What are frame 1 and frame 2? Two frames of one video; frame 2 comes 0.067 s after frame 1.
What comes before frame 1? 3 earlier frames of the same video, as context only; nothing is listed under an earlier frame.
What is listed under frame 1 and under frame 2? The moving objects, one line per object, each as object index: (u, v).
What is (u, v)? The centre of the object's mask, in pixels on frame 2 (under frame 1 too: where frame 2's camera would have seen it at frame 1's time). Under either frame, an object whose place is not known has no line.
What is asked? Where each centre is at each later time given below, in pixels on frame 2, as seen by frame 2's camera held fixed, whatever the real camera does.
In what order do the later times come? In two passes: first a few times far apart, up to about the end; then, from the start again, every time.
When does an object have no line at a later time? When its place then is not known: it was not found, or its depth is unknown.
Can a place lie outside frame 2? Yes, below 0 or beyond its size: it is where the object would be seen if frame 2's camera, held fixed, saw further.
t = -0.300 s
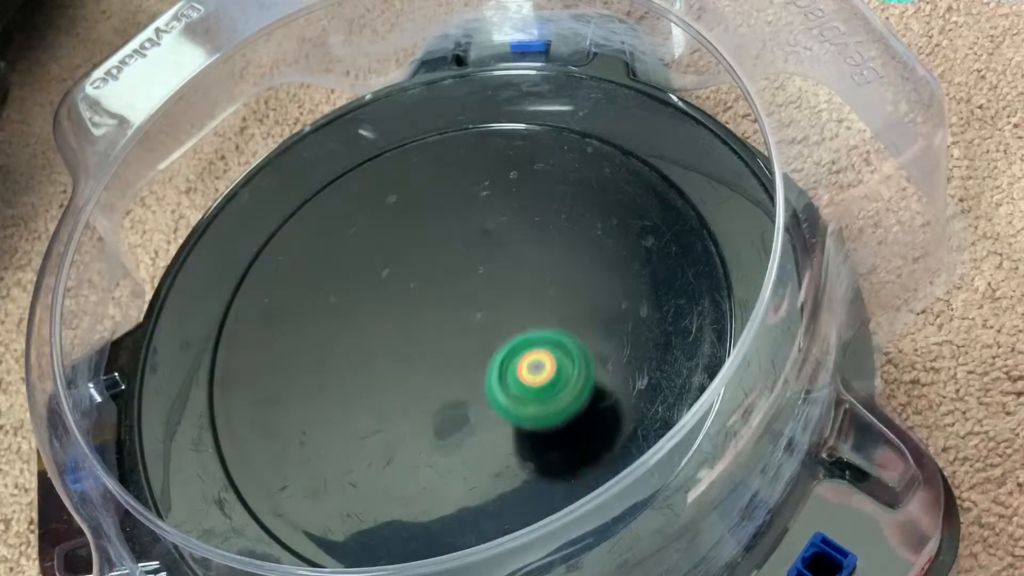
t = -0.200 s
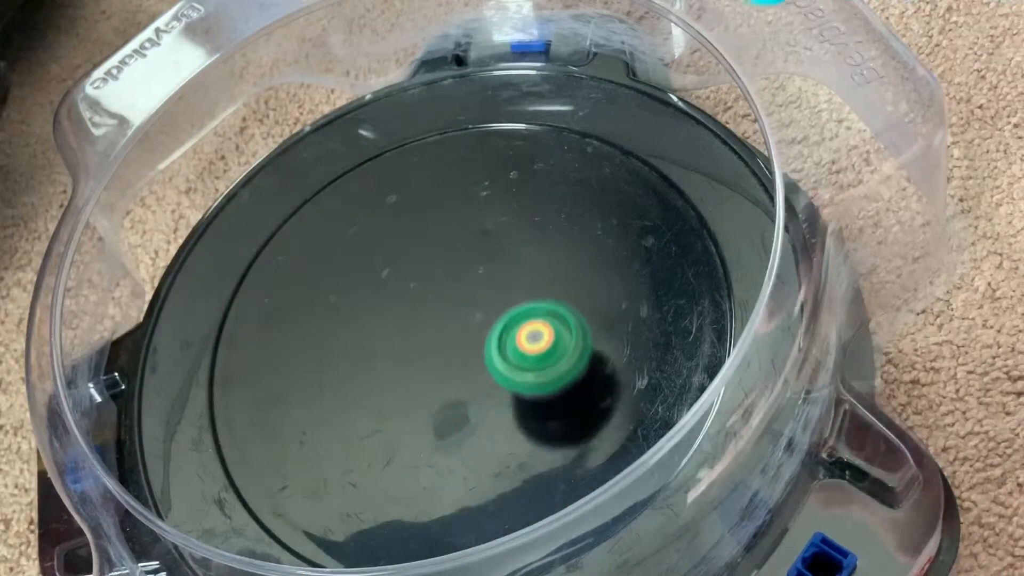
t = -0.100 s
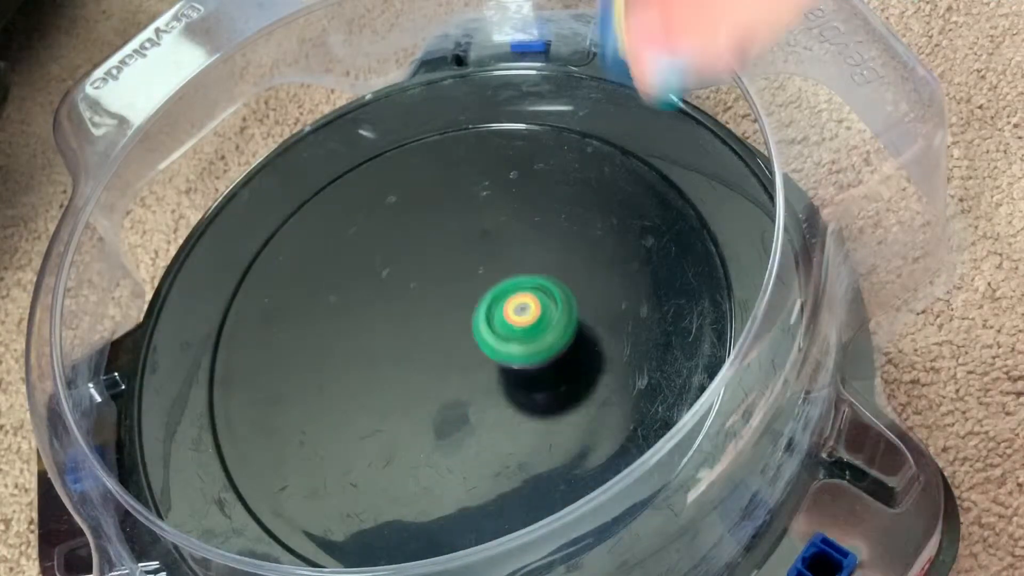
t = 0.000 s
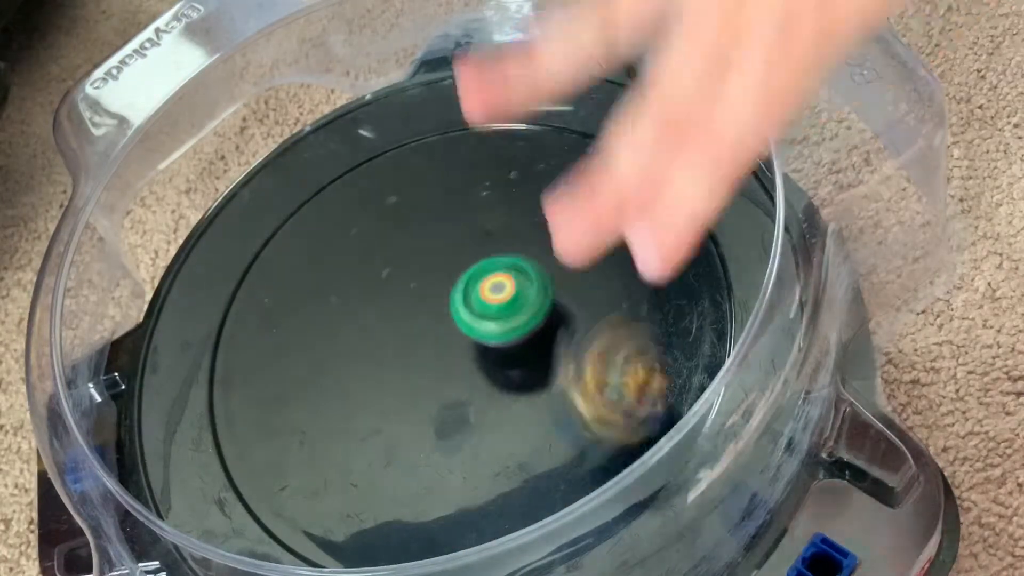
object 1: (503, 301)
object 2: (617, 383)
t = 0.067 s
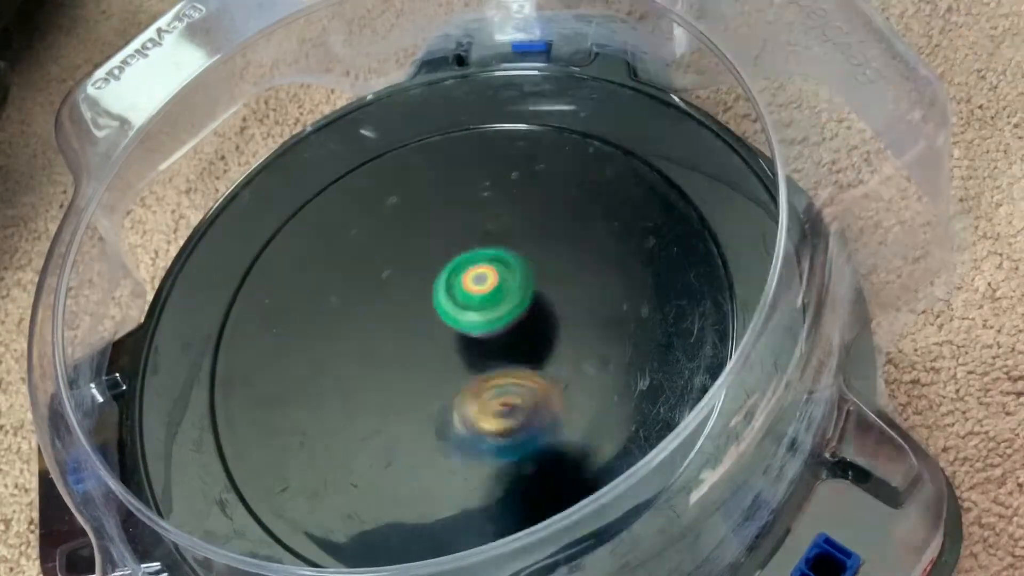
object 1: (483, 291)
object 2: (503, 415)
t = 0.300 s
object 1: (420, 281)
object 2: (270, 397)
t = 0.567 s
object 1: (410, 300)
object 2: (285, 326)
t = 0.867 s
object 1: (482, 294)
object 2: (339, 303)
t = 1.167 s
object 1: (527, 288)
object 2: (402, 275)
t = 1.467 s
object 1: (537, 295)
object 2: (411, 251)
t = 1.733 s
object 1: (521, 323)
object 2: (430, 265)
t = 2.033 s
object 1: (491, 362)
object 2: (471, 263)
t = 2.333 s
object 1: (459, 378)
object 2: (485, 246)
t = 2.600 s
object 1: (430, 368)
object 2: (488, 266)
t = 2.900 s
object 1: (408, 349)
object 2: (515, 282)
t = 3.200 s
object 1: (409, 319)
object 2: (529, 276)
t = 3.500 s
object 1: (409, 302)
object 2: (524, 302)
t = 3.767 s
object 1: (405, 305)
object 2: (537, 321)
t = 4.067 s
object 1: (435, 302)
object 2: (538, 320)
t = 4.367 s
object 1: (417, 307)
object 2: (554, 349)
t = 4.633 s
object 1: (422, 324)
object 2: (556, 355)
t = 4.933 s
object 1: (425, 318)
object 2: (529, 360)
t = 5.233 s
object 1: (446, 313)
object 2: (517, 378)
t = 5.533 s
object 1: (449, 287)
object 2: (514, 386)
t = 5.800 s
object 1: (467, 290)
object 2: (481, 386)
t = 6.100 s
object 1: (497, 294)
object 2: (440, 426)
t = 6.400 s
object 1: (505, 320)
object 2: (444, 407)
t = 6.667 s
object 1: (523, 294)
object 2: (407, 354)
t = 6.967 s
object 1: (498, 309)
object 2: (391, 326)
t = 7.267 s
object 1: (542, 326)
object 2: (382, 309)
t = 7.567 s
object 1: (543, 346)
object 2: (403, 286)
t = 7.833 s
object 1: (506, 353)
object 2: (416, 274)
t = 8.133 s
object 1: (458, 351)
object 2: (441, 265)
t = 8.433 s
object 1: (419, 356)
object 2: (454, 252)
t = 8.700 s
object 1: (406, 340)
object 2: (474, 263)
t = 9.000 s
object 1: (390, 354)
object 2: (529, 232)
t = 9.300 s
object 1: (410, 351)
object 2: (515, 255)
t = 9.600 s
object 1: (412, 353)
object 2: (521, 312)
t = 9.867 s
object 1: (407, 342)
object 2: (536, 310)
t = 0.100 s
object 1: (475, 288)
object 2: (457, 429)
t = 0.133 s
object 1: (466, 285)
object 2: (410, 441)
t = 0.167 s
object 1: (457, 283)
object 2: (365, 440)
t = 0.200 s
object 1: (448, 282)
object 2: (331, 434)
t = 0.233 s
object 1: (439, 281)
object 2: (300, 425)
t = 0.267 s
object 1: (430, 281)
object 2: (282, 410)
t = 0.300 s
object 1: (420, 281)
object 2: (270, 397)
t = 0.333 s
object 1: (411, 282)
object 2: (265, 383)
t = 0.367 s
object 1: (403, 284)
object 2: (265, 369)
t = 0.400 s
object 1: (396, 287)
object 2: (269, 357)
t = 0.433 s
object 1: (389, 290)
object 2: (275, 347)
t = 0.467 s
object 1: (384, 294)
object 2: (283, 340)
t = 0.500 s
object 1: (386, 296)
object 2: (286, 333)
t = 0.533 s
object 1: (397, 298)
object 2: (285, 330)
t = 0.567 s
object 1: (410, 300)
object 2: (285, 326)
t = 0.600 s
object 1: (422, 301)
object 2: (286, 323)
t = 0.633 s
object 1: (432, 302)
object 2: (289, 320)
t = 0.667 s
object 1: (440, 301)
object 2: (294, 317)
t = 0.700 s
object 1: (448, 300)
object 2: (299, 315)
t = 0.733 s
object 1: (456, 299)
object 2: (305, 312)
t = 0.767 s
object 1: (463, 298)
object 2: (312, 310)
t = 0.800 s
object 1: (470, 296)
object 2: (320, 308)
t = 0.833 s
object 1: (476, 295)
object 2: (329, 306)
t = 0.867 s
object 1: (482, 294)
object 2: (339, 303)
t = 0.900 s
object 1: (489, 294)
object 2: (349, 302)
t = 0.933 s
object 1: (495, 293)
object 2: (359, 298)
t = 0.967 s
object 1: (501, 292)
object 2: (368, 297)
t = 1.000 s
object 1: (507, 292)
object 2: (376, 293)
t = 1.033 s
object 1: (512, 290)
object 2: (383, 291)
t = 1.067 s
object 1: (516, 290)
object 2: (389, 287)
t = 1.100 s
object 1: (520, 289)
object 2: (395, 283)
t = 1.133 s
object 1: (524, 289)
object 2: (399, 279)
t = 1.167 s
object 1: (527, 288)
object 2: (402, 275)
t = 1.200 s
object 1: (530, 288)
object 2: (405, 271)
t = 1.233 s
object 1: (532, 288)
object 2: (407, 268)
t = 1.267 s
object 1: (535, 288)
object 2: (409, 265)
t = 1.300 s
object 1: (537, 289)
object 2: (409, 261)
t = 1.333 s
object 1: (538, 289)
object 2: (410, 258)
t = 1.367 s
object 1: (539, 290)
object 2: (411, 256)
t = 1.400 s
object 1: (539, 291)
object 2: (411, 253)
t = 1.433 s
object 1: (539, 293)
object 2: (411, 252)
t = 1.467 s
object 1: (537, 295)
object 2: (411, 251)
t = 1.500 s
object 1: (536, 298)
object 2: (411, 251)
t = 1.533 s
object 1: (534, 301)
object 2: (411, 253)
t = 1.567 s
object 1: (533, 304)
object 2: (413, 254)
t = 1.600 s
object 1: (531, 308)
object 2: (416, 256)
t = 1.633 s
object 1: (529, 311)
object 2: (418, 258)
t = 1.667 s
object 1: (526, 315)
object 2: (422, 261)
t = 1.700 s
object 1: (524, 319)
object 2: (426, 262)
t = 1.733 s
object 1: (521, 323)
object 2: (430, 265)
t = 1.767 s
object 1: (518, 327)
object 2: (435, 266)
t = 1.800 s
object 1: (515, 331)
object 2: (439, 267)
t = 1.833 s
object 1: (511, 336)
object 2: (445, 267)
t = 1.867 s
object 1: (507, 341)
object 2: (449, 268)
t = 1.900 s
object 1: (503, 345)
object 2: (454, 268)
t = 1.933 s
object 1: (500, 350)
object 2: (458, 267)
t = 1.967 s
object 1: (497, 354)
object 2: (463, 266)
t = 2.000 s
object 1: (494, 358)
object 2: (467, 265)
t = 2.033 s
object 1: (491, 362)
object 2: (471, 263)
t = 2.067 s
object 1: (488, 365)
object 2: (474, 261)
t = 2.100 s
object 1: (484, 368)
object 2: (477, 259)
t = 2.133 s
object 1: (480, 371)
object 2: (479, 257)
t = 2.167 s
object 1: (477, 373)
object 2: (482, 254)
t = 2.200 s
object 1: (474, 375)
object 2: (483, 252)
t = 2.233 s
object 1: (470, 377)
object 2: (485, 250)
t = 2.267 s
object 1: (467, 378)
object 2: (485, 247)
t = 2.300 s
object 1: (463, 378)
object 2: (485, 247)
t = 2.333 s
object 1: (459, 378)
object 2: (485, 246)
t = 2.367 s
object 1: (455, 377)
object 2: (484, 246)
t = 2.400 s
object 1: (452, 377)
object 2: (484, 247)
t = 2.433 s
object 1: (449, 376)
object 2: (483, 250)
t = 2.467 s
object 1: (445, 375)
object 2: (484, 253)
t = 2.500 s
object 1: (442, 374)
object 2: (484, 256)
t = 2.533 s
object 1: (438, 372)
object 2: (485, 259)
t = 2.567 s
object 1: (434, 370)
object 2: (486, 263)
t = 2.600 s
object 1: (430, 368)
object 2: (488, 266)
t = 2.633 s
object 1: (426, 366)
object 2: (490, 269)
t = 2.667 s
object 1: (422, 364)
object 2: (493, 272)
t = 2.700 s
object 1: (418, 363)
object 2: (495, 274)
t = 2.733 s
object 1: (415, 361)
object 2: (499, 277)
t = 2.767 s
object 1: (412, 359)
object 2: (502, 278)
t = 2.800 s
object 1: (410, 357)
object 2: (505, 280)
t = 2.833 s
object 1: (409, 354)
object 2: (508, 281)
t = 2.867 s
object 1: (408, 352)
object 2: (512, 282)
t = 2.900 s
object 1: (408, 349)
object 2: (515, 282)
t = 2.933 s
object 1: (408, 346)
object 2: (517, 282)
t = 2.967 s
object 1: (407, 342)
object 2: (521, 282)
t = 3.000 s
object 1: (407, 339)
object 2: (523, 281)
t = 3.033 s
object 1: (407, 335)
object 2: (526, 281)
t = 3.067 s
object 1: (406, 332)
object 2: (528, 279)
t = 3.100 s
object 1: (406, 329)
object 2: (529, 278)
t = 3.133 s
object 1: (407, 325)
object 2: (529, 277)
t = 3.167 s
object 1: (408, 322)
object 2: (529, 276)
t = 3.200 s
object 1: (409, 319)
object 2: (529, 276)
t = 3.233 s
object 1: (409, 317)
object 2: (527, 277)
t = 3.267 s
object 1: (410, 314)
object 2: (525, 279)
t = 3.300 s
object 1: (412, 312)
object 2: (522, 281)
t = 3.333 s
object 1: (415, 309)
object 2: (521, 284)
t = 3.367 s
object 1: (417, 307)
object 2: (519, 287)
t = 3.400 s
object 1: (419, 305)
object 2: (517, 290)
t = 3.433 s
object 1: (419, 303)
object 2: (518, 294)
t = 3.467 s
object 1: (416, 302)
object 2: (520, 299)
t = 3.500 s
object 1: (409, 302)
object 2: (524, 302)
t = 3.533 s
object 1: (404, 303)
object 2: (525, 305)
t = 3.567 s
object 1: (401, 304)
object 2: (526, 307)
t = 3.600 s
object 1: (400, 305)
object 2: (526, 311)
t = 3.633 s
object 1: (401, 306)
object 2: (528, 314)
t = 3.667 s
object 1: (402, 306)
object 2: (530, 316)
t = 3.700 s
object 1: (403, 306)
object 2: (532, 318)
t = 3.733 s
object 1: (404, 305)
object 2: (534, 320)
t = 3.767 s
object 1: (405, 305)
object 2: (537, 321)
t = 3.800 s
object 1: (407, 304)
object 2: (539, 322)
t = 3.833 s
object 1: (410, 304)
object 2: (541, 322)
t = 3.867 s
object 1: (413, 303)
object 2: (543, 321)
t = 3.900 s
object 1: (416, 303)
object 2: (544, 322)
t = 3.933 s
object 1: (419, 302)
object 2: (545, 321)
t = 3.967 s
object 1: (423, 302)
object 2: (544, 320)
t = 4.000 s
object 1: (426, 302)
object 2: (543, 319)
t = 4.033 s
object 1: (431, 302)
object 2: (540, 320)
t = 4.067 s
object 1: (435, 302)
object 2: (538, 320)
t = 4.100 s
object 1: (437, 301)
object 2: (537, 321)
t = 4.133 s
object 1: (436, 300)
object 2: (538, 323)
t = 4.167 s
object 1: (436, 300)
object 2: (536, 325)
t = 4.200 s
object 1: (436, 302)
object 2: (534, 327)
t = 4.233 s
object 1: (438, 305)
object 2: (532, 329)
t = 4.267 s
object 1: (437, 306)
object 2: (533, 332)
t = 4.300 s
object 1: (438, 308)
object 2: (532, 334)
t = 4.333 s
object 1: (428, 308)
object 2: (543, 342)
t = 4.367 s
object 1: (417, 307)
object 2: (554, 349)
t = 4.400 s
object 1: (410, 308)
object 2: (562, 354)
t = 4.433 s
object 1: (407, 310)
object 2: (565, 355)
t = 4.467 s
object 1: (407, 314)
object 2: (566, 355)
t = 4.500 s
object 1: (408, 317)
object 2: (564, 354)
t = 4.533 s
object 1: (411, 320)
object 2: (563, 355)
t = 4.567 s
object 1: (415, 321)
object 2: (561, 355)
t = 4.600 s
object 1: (418, 323)
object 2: (559, 355)
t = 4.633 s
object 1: (422, 324)
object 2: (556, 355)
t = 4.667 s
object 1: (425, 324)
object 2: (552, 355)
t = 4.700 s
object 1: (429, 324)
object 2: (548, 354)
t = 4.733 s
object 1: (433, 325)
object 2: (540, 352)
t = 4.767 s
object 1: (436, 325)
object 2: (533, 352)
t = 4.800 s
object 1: (429, 319)
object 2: (536, 353)
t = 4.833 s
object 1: (425, 316)
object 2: (537, 356)
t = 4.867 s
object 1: (424, 316)
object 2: (537, 357)
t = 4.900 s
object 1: (424, 317)
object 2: (534, 357)
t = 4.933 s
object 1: (425, 318)
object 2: (529, 360)
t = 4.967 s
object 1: (427, 319)
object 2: (525, 363)
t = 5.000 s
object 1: (431, 321)
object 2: (522, 366)
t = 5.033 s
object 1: (434, 320)
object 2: (520, 368)
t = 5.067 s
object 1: (438, 320)
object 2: (518, 370)
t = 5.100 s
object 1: (441, 318)
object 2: (517, 372)
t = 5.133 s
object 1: (443, 315)
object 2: (519, 376)
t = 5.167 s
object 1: (443, 313)
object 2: (519, 378)
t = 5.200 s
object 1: (445, 313)
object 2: (519, 378)
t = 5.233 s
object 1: (446, 313)
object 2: (517, 378)
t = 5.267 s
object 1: (449, 312)
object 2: (517, 381)
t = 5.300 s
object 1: (447, 303)
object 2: (520, 389)
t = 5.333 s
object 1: (446, 297)
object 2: (522, 392)
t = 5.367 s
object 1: (446, 294)
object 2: (523, 392)
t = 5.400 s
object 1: (446, 291)
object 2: (523, 391)
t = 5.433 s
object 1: (447, 289)
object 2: (521, 391)
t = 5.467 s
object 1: (447, 288)
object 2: (519, 390)
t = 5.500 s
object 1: (448, 287)
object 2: (517, 388)
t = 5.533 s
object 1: (449, 287)
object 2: (514, 386)
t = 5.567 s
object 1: (451, 286)
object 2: (509, 385)
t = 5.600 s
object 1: (452, 286)
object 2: (505, 384)
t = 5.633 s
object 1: (454, 286)
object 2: (501, 383)
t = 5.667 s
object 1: (457, 287)
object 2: (496, 383)
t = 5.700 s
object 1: (458, 287)
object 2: (492, 383)
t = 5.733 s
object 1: (462, 288)
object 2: (489, 383)
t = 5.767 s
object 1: (464, 289)
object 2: (484, 384)
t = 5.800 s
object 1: (467, 290)
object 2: (481, 386)
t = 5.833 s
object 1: (471, 291)
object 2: (478, 386)
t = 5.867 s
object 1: (474, 292)
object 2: (474, 388)
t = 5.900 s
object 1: (478, 294)
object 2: (472, 389)
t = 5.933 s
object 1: (482, 295)
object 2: (468, 393)
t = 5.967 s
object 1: (488, 291)
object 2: (459, 405)
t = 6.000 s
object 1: (492, 289)
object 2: (450, 415)
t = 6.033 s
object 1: (494, 289)
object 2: (444, 421)
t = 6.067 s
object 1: (495, 291)
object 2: (441, 423)
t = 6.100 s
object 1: (497, 294)
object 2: (440, 426)
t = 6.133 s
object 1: (498, 296)
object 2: (441, 425)
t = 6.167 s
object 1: (500, 299)
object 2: (440, 425)
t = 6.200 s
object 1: (502, 302)
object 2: (440, 424)
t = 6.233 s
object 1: (502, 305)
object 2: (440, 422)
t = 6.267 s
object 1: (504, 307)
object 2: (442, 421)
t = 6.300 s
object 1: (504, 310)
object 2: (443, 418)
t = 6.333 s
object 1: (504, 313)
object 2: (443, 415)
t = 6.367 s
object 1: (505, 317)
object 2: (444, 411)
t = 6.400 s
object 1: (505, 320)
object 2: (444, 407)
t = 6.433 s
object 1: (512, 314)
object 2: (436, 409)
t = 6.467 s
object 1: (521, 307)
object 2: (429, 407)
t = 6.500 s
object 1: (526, 301)
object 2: (425, 400)
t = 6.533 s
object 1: (528, 297)
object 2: (421, 392)
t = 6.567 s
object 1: (527, 295)
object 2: (418, 383)
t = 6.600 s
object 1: (526, 293)
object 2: (415, 374)
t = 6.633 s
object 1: (525, 293)
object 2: (411, 364)
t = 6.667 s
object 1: (523, 294)
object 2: (407, 354)
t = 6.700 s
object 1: (521, 294)
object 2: (403, 346)
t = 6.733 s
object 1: (519, 295)
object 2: (400, 339)
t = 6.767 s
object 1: (517, 296)
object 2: (396, 334)
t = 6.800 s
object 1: (515, 297)
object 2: (392, 331)
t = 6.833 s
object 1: (512, 299)
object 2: (390, 330)
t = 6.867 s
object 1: (508, 301)
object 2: (388, 329)
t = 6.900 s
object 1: (505, 303)
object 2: (389, 329)
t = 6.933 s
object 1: (502, 306)
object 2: (390, 327)
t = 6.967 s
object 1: (498, 309)
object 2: (391, 326)
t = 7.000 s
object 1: (495, 311)
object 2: (392, 325)
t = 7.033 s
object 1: (492, 314)
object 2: (391, 323)
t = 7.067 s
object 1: (502, 318)
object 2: (384, 321)
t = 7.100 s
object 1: (516, 321)
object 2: (373, 317)
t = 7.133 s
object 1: (526, 322)
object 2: (369, 315)
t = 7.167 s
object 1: (531, 322)
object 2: (369, 314)
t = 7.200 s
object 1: (535, 323)
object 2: (371, 314)
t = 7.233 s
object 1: (539, 324)
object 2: (377, 312)
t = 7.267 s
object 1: (542, 326)
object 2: (382, 309)
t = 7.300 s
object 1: (545, 329)
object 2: (386, 306)
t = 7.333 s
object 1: (547, 331)
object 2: (390, 303)
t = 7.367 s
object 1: (548, 333)
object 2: (392, 300)
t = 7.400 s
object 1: (548, 335)
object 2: (394, 298)
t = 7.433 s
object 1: (549, 337)
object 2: (396, 296)
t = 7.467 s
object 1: (548, 340)
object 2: (397, 294)
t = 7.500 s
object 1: (547, 342)
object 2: (400, 291)
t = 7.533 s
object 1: (545, 345)
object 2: (401, 288)
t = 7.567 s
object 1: (543, 346)
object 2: (403, 286)
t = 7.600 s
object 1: (540, 348)
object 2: (404, 283)
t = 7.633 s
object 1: (537, 350)
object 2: (405, 280)
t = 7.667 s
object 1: (532, 351)
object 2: (406, 279)
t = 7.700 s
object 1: (528, 352)
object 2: (408, 276)
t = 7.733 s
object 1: (523, 352)
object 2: (409, 275)
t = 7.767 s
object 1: (518, 352)
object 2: (412, 274)
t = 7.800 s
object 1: (513, 353)
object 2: (413, 274)
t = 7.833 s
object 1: (506, 353)
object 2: (416, 274)
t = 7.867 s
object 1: (500, 352)
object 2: (420, 273)
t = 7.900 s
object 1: (493, 351)
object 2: (422, 273)
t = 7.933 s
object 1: (487, 350)
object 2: (426, 273)
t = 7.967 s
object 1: (480, 349)
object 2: (430, 272)
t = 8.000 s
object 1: (474, 348)
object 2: (432, 272)
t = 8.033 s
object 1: (468, 350)
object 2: (435, 269)
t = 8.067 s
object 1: (465, 352)
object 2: (437, 267)
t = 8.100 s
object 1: (462, 352)
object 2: (439, 266)
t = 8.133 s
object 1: (458, 351)
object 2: (441, 265)
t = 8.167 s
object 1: (454, 355)
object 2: (444, 261)
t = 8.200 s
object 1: (450, 357)
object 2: (446, 259)
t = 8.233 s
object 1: (445, 357)
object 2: (447, 257)
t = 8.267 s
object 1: (441, 357)
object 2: (449, 256)
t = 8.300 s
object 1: (437, 357)
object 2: (451, 254)
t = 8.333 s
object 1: (431, 357)
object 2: (452, 253)
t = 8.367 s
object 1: (427, 357)
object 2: (454, 251)
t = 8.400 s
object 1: (422, 356)
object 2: (453, 251)
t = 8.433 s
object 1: (419, 356)
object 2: (454, 252)
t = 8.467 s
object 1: (415, 355)
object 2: (455, 252)
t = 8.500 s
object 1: (413, 353)
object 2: (457, 254)
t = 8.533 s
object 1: (411, 351)
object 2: (459, 256)
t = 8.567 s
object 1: (409, 349)
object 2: (461, 258)
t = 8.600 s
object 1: (408, 347)
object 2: (464, 260)
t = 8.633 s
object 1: (408, 345)
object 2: (467, 261)
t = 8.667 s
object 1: (407, 342)
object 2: (470, 263)
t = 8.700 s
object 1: (406, 340)
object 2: (474, 263)
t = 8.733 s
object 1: (405, 340)
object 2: (477, 262)
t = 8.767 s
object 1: (406, 339)
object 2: (479, 262)
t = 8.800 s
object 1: (407, 337)
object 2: (481, 263)
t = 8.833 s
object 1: (408, 336)
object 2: (483, 264)
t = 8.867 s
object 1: (405, 336)
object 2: (490, 260)
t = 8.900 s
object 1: (394, 343)
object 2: (505, 250)
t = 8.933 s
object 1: (390, 348)
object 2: (516, 242)
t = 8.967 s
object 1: (389, 352)
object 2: (524, 235)
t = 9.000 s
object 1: (390, 354)
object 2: (529, 232)
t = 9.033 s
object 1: (392, 354)
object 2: (530, 230)
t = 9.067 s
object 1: (393, 355)
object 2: (530, 230)
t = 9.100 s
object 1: (394, 355)
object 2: (530, 231)
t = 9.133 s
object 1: (395, 355)
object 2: (529, 233)
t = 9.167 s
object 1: (397, 354)
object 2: (529, 236)
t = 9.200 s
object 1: (400, 354)
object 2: (528, 239)
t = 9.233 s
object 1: (403, 353)
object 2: (525, 243)
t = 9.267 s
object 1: (406, 352)
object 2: (522, 248)
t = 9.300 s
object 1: (410, 351)
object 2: (515, 255)
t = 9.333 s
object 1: (414, 349)
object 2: (508, 264)
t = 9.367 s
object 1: (418, 348)
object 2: (501, 276)
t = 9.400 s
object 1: (412, 350)
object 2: (501, 285)
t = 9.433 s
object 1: (405, 352)
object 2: (506, 293)
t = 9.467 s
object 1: (404, 353)
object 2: (512, 301)
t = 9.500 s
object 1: (404, 354)
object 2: (514, 306)
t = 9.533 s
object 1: (406, 354)
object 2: (517, 311)
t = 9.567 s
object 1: (409, 354)
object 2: (520, 312)
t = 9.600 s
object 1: (412, 353)
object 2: (521, 312)
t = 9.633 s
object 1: (414, 351)
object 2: (521, 312)
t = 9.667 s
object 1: (416, 350)
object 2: (520, 313)
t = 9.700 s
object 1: (408, 347)
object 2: (528, 314)
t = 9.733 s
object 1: (405, 346)
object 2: (535, 314)
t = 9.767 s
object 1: (404, 345)
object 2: (537, 312)
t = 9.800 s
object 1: (404, 345)
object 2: (538, 311)
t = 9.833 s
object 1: (406, 344)
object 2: (537, 310)
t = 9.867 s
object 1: (407, 342)
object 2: (536, 310)
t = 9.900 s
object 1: (409, 340)
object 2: (535, 309)
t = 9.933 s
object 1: (412, 337)
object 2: (533, 309)
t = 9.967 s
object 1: (415, 335)
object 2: (531, 310)
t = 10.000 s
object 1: (418, 333)
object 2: (526, 311)
